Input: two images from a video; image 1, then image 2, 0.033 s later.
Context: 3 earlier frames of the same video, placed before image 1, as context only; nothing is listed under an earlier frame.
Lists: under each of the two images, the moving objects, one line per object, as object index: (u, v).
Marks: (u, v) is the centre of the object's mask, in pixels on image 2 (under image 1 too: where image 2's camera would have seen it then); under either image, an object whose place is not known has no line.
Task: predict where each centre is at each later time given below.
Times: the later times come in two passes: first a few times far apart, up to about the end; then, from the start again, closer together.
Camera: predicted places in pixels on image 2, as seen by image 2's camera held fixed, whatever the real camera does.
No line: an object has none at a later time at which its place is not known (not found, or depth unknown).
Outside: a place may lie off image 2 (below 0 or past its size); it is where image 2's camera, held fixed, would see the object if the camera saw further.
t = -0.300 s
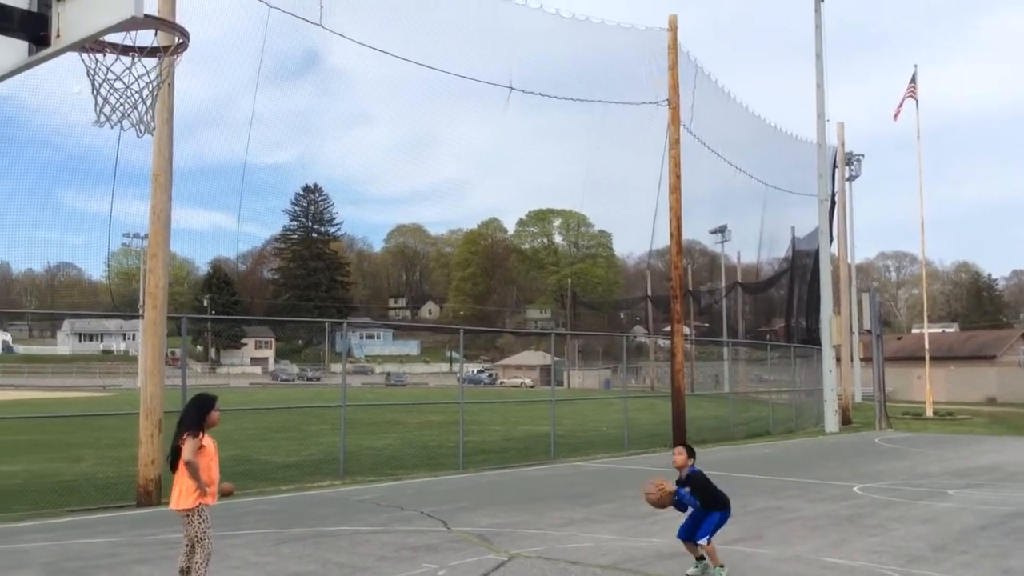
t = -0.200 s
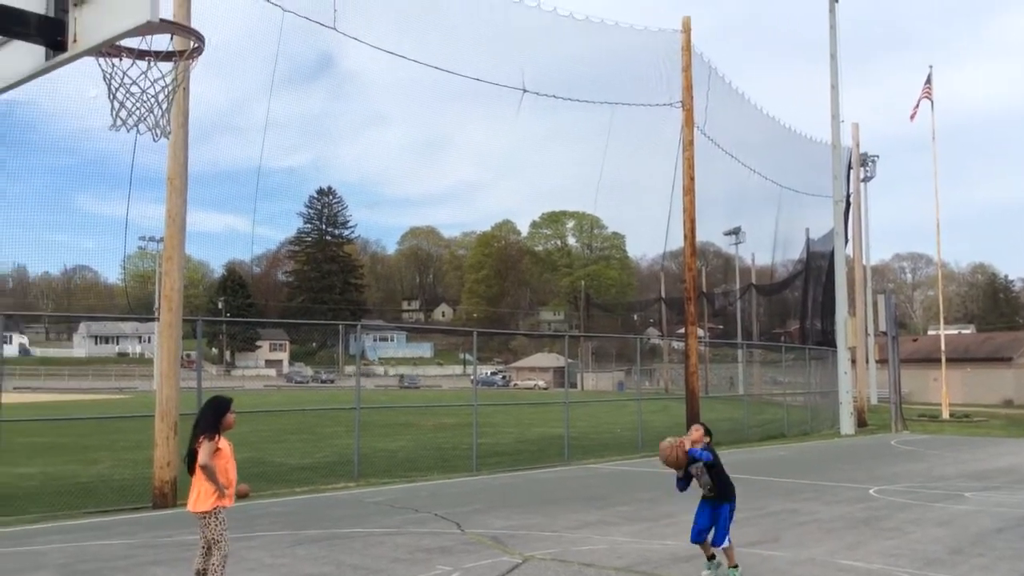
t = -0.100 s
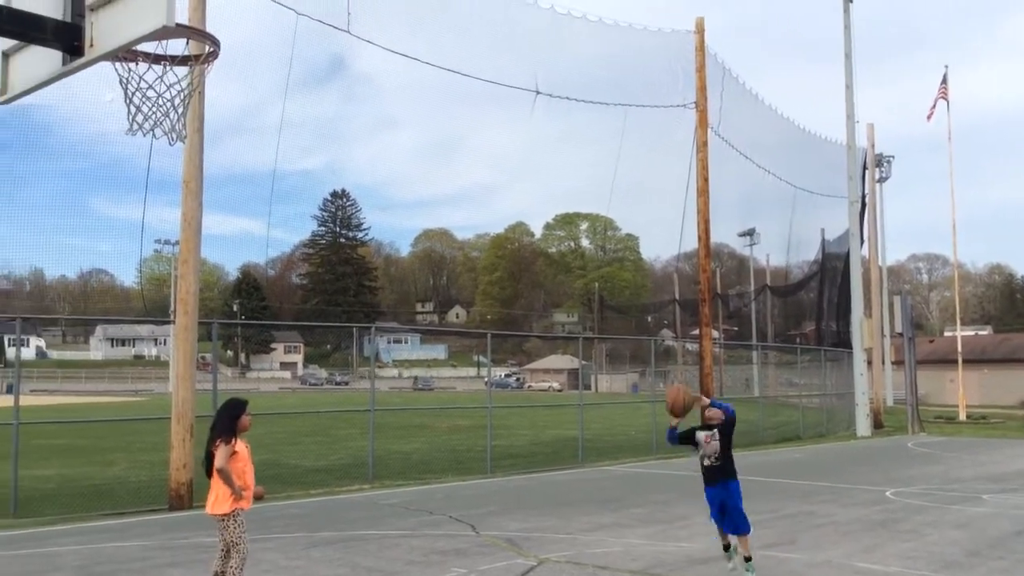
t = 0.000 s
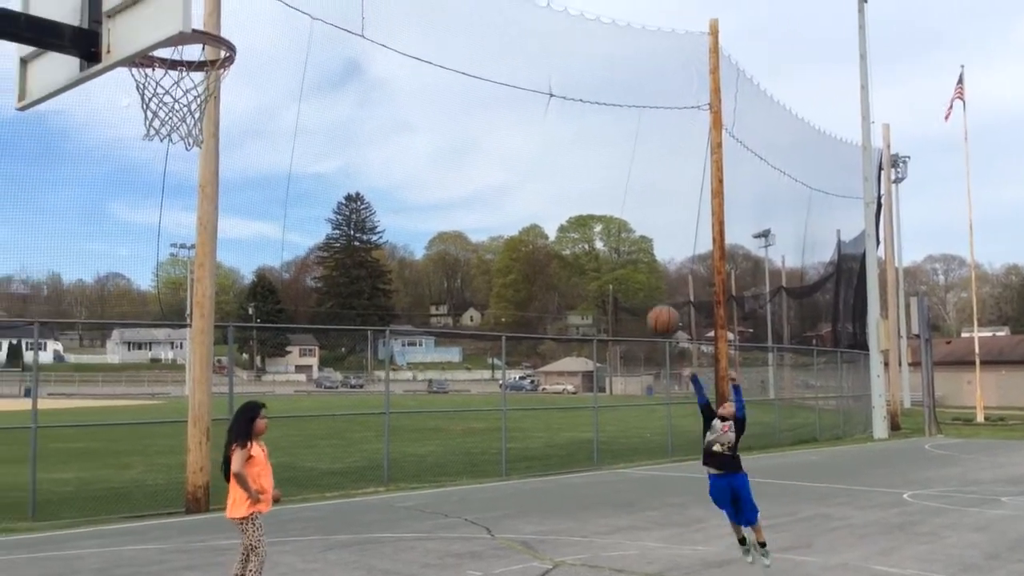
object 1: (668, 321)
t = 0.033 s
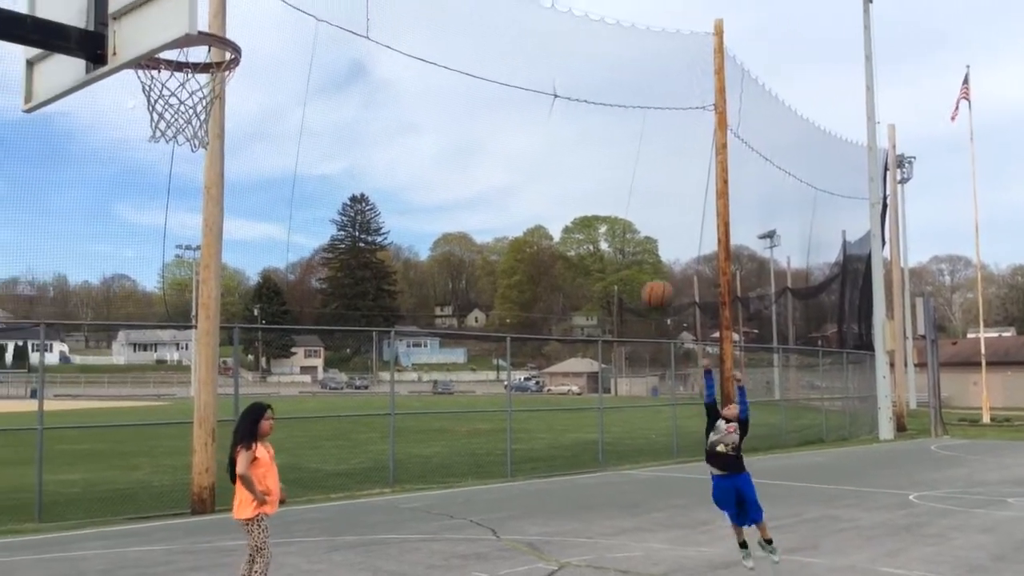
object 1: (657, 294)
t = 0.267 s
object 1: (577, 141)
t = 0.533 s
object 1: (472, 31)
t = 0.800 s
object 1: (337, 18)
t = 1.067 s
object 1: (316, 130)
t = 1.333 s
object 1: (428, 324)
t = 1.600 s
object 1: (510, 567)
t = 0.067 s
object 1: (647, 270)
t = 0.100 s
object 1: (635, 246)
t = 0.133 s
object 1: (625, 223)
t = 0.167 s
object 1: (613, 201)
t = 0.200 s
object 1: (601, 180)
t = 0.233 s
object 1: (589, 160)
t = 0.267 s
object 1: (577, 141)
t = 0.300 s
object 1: (565, 123)
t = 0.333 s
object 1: (553, 106)
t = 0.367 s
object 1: (541, 91)
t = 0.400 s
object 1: (528, 76)
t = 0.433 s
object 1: (514, 63)
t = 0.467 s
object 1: (501, 51)
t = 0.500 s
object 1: (487, 40)
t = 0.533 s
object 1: (472, 31)
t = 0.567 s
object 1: (457, 24)
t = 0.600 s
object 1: (442, 17)
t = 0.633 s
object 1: (426, 13)
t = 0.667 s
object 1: (410, 10)
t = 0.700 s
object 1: (392, 9)
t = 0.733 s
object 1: (375, 10)
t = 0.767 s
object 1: (356, 12)
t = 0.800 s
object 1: (337, 18)
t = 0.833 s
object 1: (317, 25)
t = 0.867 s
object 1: (296, 34)
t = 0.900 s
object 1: (275, 46)
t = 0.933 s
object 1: (256, 62)
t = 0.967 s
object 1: (261, 76)
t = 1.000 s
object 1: (280, 93)
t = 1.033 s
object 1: (298, 111)
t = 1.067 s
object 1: (316, 130)
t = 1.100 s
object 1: (332, 151)
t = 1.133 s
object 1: (348, 173)
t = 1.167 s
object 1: (363, 195)
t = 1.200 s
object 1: (380, 220)
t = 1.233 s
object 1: (391, 244)
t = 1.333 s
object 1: (428, 324)
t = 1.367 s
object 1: (440, 353)
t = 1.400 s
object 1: (452, 382)
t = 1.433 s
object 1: (462, 413)
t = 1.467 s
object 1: (472, 442)
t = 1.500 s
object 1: (482, 474)
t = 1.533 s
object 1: (491, 507)
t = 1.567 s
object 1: (501, 541)
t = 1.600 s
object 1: (510, 567)
